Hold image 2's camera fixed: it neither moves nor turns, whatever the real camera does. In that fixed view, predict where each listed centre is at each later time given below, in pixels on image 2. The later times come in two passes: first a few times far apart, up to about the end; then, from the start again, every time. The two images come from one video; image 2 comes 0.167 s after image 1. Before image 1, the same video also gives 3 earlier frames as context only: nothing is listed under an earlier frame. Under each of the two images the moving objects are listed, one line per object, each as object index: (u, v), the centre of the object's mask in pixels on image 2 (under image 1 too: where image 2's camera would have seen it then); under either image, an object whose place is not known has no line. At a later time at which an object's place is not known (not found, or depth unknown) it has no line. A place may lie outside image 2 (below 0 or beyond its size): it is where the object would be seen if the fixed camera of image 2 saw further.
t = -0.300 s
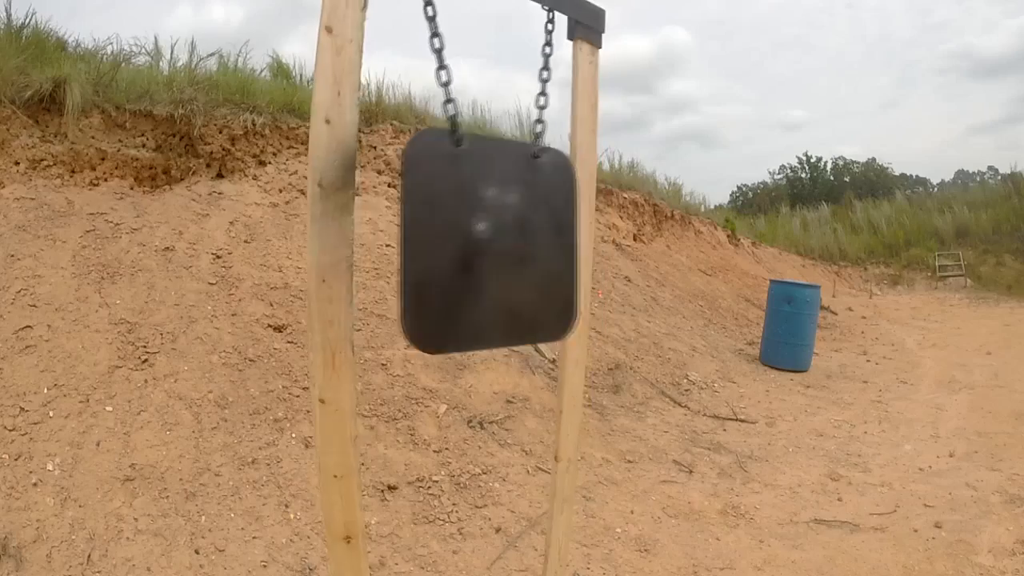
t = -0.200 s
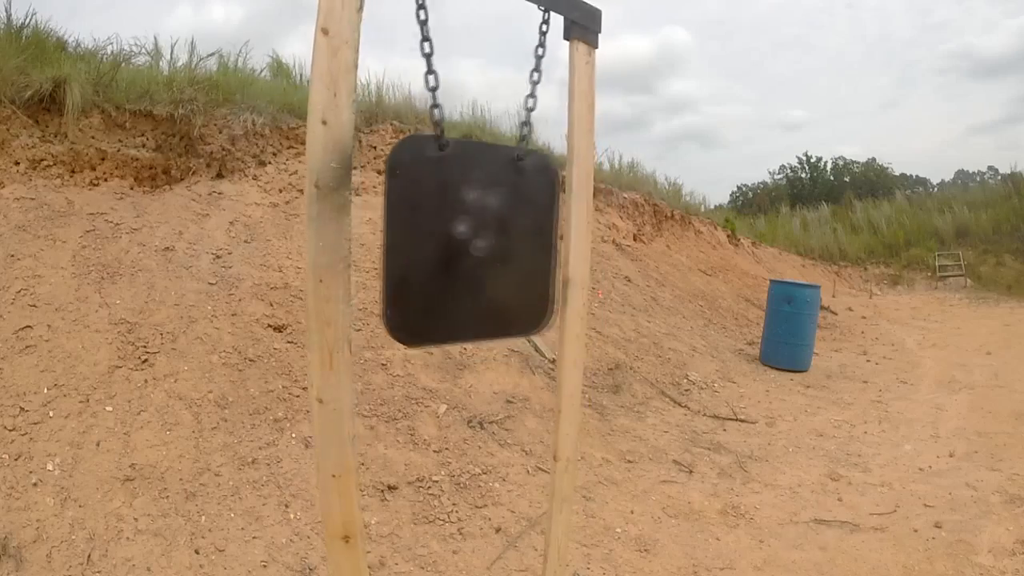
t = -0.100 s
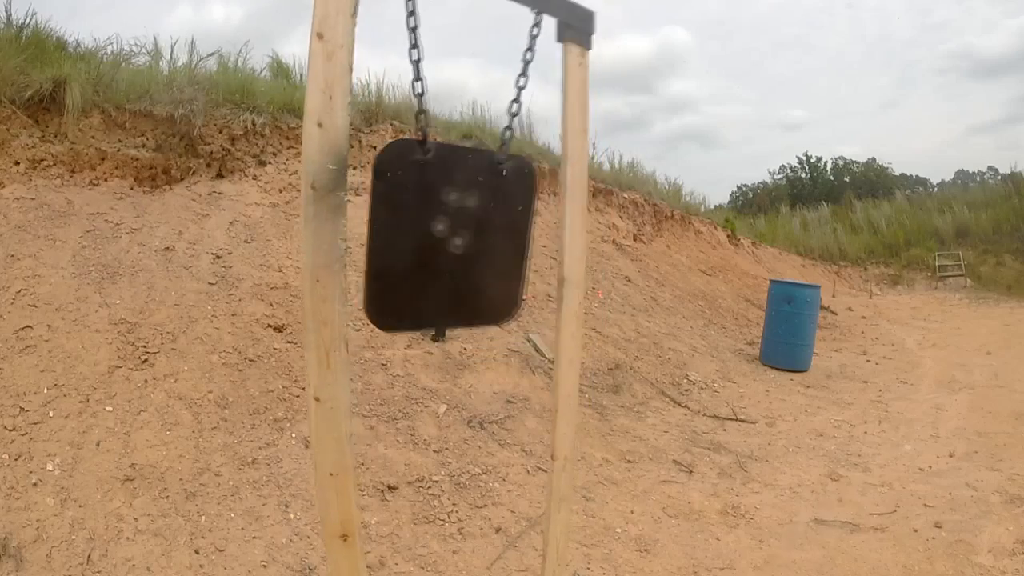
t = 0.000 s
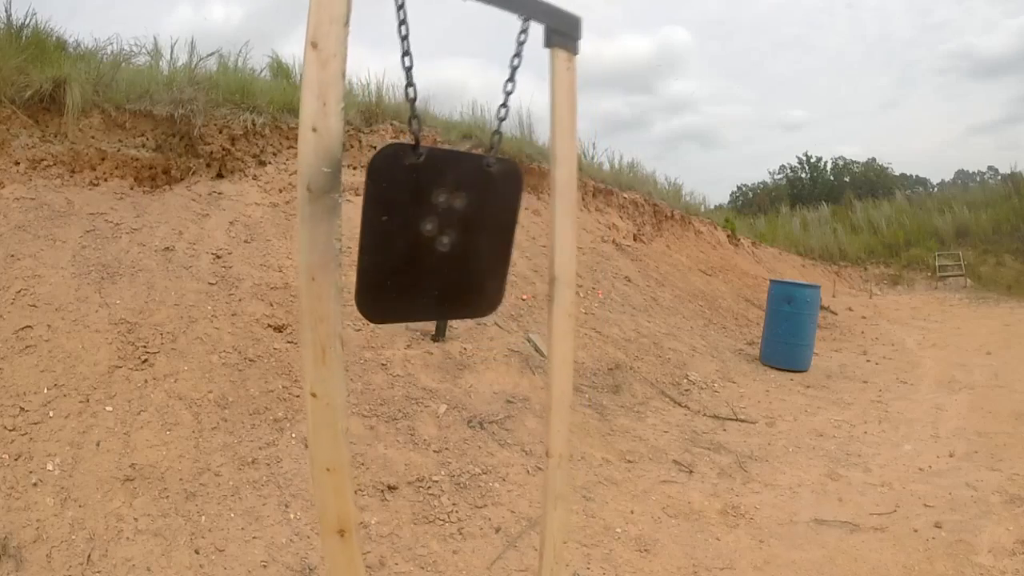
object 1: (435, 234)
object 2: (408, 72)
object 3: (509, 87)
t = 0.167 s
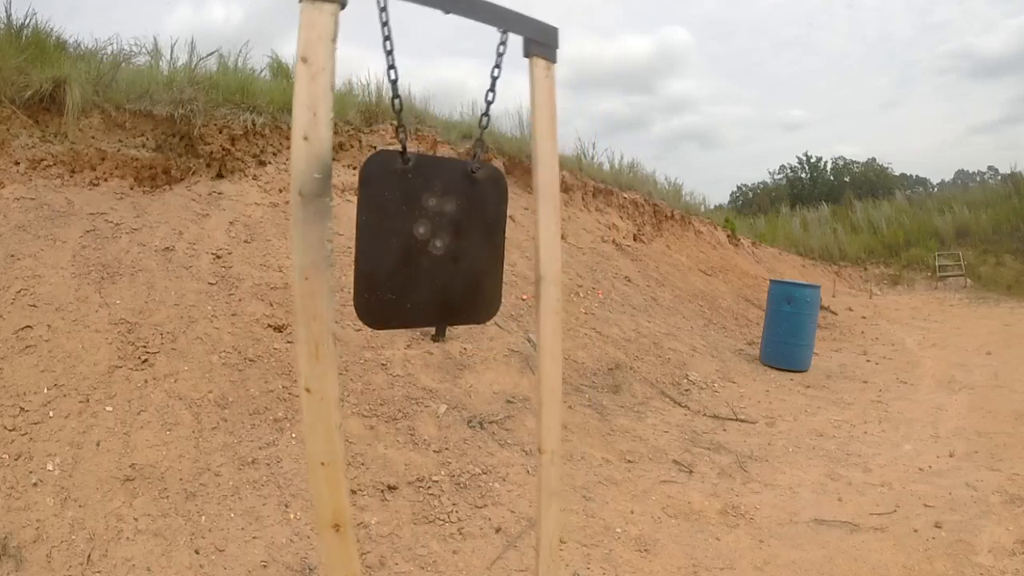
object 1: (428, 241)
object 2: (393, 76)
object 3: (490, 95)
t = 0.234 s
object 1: (428, 242)
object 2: (388, 77)
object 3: (486, 96)
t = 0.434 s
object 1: (428, 241)
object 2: (388, 75)
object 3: (490, 90)
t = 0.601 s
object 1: (456, 243)
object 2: (411, 71)
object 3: (516, 80)
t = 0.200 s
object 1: (428, 242)
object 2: (390, 76)
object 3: (488, 95)
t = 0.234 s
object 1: (428, 242)
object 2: (388, 77)
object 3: (486, 96)
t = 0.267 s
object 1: (427, 243)
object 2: (387, 77)
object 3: (486, 94)
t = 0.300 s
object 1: (427, 243)
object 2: (387, 76)
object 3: (485, 95)
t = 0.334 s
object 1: (427, 242)
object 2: (387, 76)
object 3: (486, 91)
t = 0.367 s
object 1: (427, 242)
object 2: (387, 75)
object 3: (487, 89)
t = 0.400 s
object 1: (427, 242)
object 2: (387, 73)
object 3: (489, 87)
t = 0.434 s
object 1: (428, 241)
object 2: (388, 75)
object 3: (490, 90)
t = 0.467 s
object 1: (431, 242)
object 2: (389, 74)
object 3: (492, 88)
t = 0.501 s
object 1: (435, 241)
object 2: (392, 72)
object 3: (495, 86)
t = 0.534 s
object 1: (440, 242)
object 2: (397, 71)
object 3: (501, 82)
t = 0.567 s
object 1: (447, 242)
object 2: (403, 69)
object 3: (508, 81)
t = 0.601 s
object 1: (456, 243)
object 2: (411, 71)
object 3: (516, 80)
